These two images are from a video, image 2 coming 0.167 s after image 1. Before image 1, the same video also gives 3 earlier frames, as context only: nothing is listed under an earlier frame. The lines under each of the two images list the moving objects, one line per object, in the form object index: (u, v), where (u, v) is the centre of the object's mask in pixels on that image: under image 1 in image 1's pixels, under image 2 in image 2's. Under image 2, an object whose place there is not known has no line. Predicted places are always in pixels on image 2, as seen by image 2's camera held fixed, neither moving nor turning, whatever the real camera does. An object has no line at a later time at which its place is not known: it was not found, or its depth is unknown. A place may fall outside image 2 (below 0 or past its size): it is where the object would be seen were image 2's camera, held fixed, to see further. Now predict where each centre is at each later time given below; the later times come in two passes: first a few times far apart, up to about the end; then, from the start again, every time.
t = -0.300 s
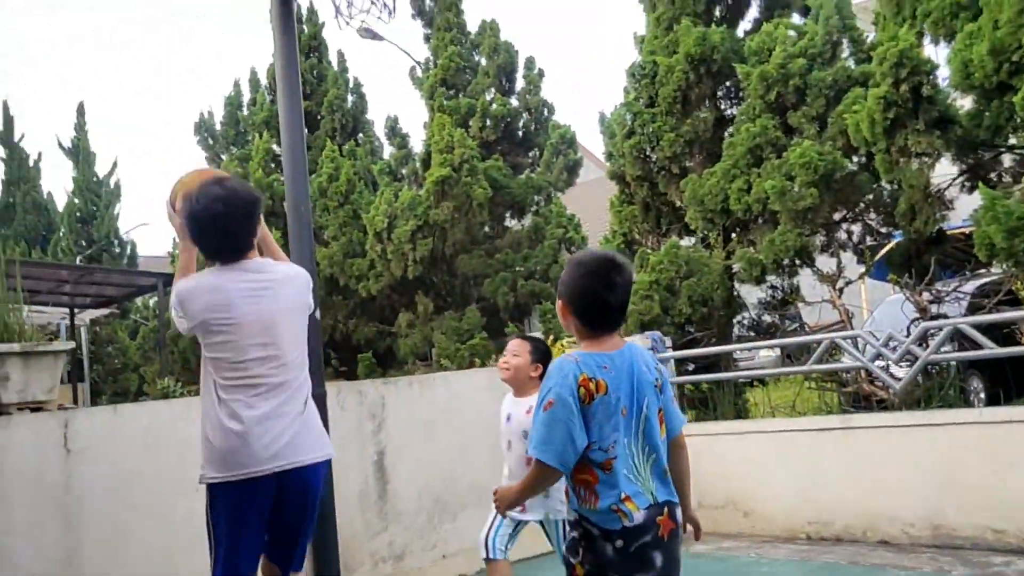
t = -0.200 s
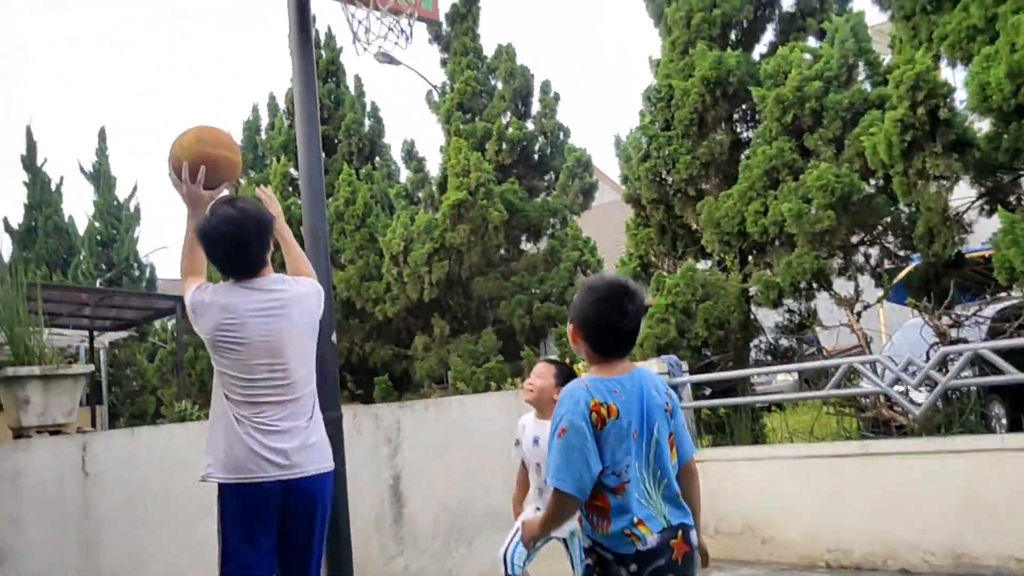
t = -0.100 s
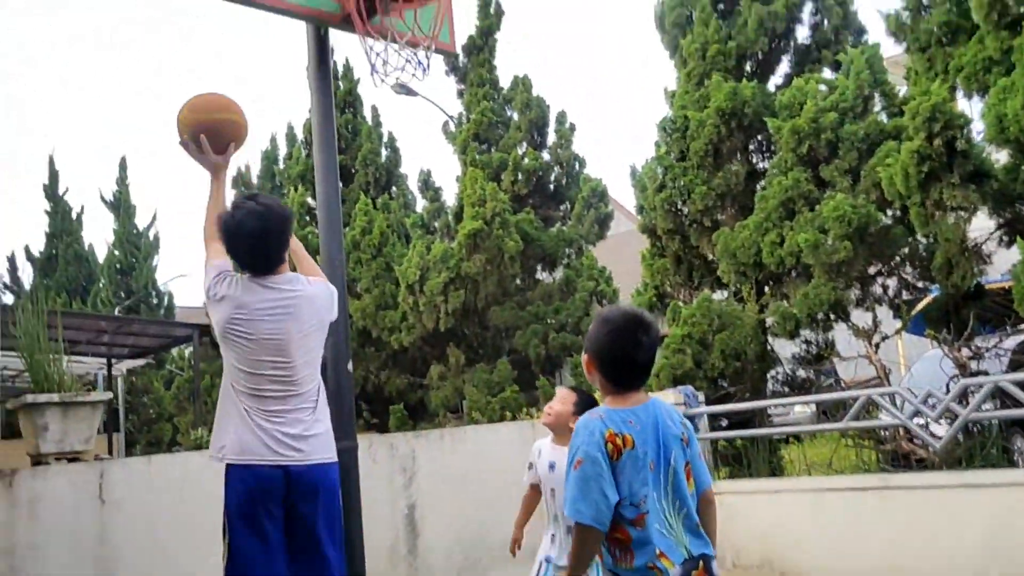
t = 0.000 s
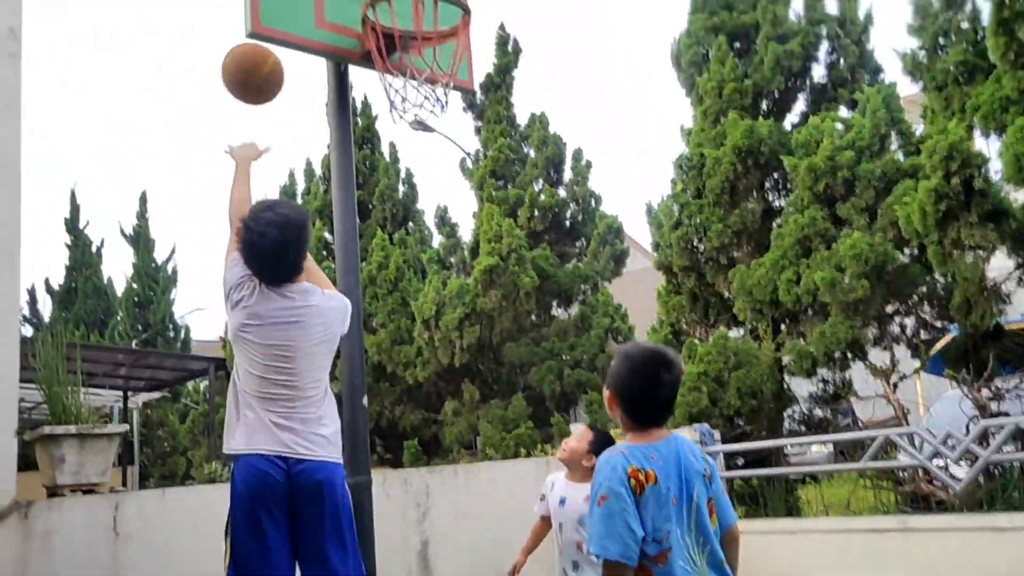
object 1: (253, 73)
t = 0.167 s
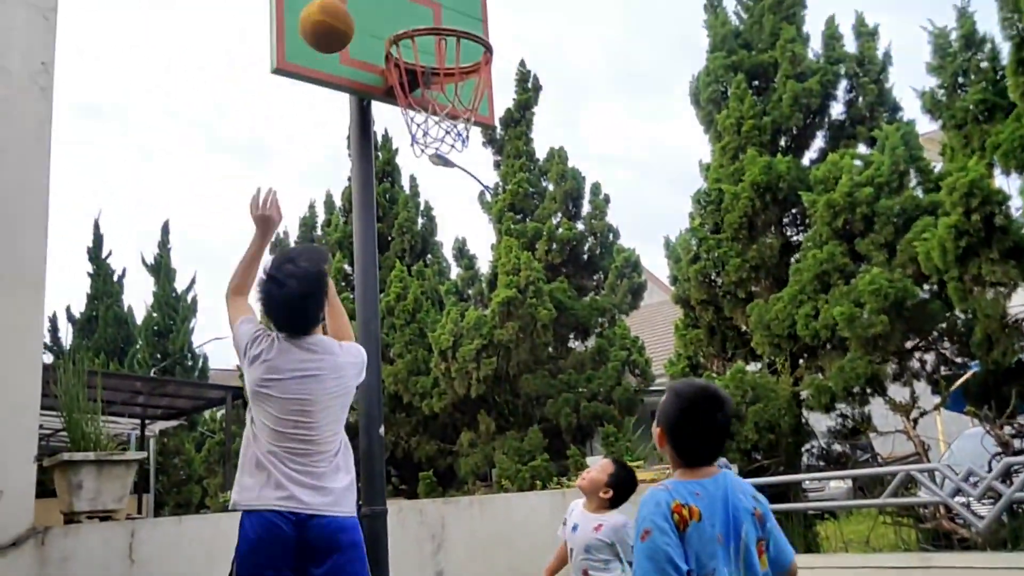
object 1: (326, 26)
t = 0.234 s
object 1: (344, 17)
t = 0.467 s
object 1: (400, 20)
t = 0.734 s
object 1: (485, 98)
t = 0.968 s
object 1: (459, 139)
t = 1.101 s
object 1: (439, 208)
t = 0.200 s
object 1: (335, 20)
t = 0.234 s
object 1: (344, 17)
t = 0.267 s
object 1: (353, 15)
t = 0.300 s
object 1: (361, 15)
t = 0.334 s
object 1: (369, 17)
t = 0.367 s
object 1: (375, 20)
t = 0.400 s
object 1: (380, 23)
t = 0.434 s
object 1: (390, 21)
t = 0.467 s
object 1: (400, 20)
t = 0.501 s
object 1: (414, 38)
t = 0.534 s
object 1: (424, 43)
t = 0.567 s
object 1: (436, 58)
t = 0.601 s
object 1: (445, 60)
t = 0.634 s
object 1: (456, 69)
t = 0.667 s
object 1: (467, 84)
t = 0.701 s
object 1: (478, 94)
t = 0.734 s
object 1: (485, 98)
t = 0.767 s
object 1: (488, 102)
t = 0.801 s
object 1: (484, 111)
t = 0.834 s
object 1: (480, 112)
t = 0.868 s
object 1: (474, 117)
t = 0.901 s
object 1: (468, 122)
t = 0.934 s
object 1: (464, 128)
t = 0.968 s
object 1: (459, 139)
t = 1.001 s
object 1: (453, 153)
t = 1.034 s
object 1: (448, 168)
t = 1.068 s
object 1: (443, 187)
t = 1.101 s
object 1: (439, 208)
